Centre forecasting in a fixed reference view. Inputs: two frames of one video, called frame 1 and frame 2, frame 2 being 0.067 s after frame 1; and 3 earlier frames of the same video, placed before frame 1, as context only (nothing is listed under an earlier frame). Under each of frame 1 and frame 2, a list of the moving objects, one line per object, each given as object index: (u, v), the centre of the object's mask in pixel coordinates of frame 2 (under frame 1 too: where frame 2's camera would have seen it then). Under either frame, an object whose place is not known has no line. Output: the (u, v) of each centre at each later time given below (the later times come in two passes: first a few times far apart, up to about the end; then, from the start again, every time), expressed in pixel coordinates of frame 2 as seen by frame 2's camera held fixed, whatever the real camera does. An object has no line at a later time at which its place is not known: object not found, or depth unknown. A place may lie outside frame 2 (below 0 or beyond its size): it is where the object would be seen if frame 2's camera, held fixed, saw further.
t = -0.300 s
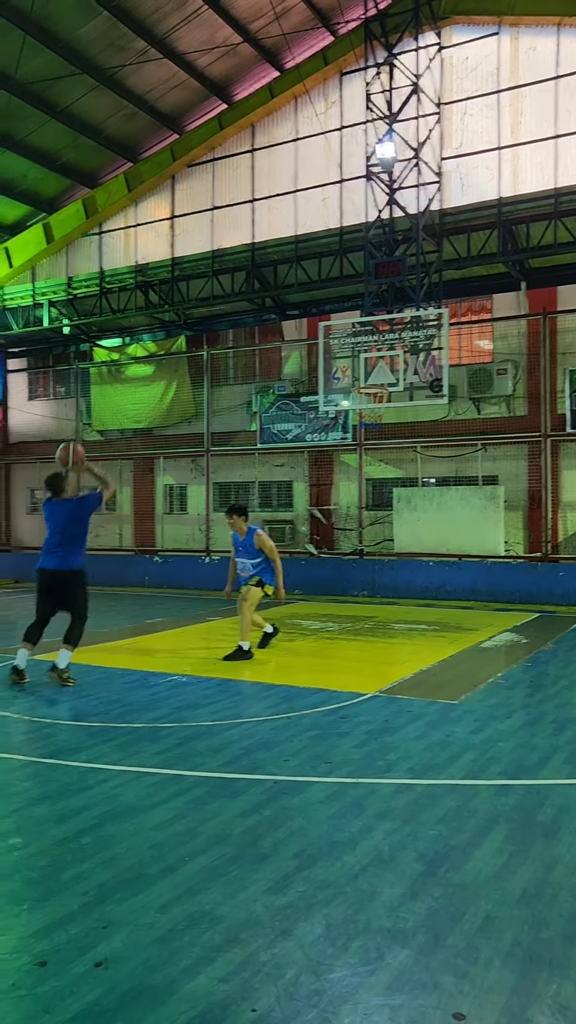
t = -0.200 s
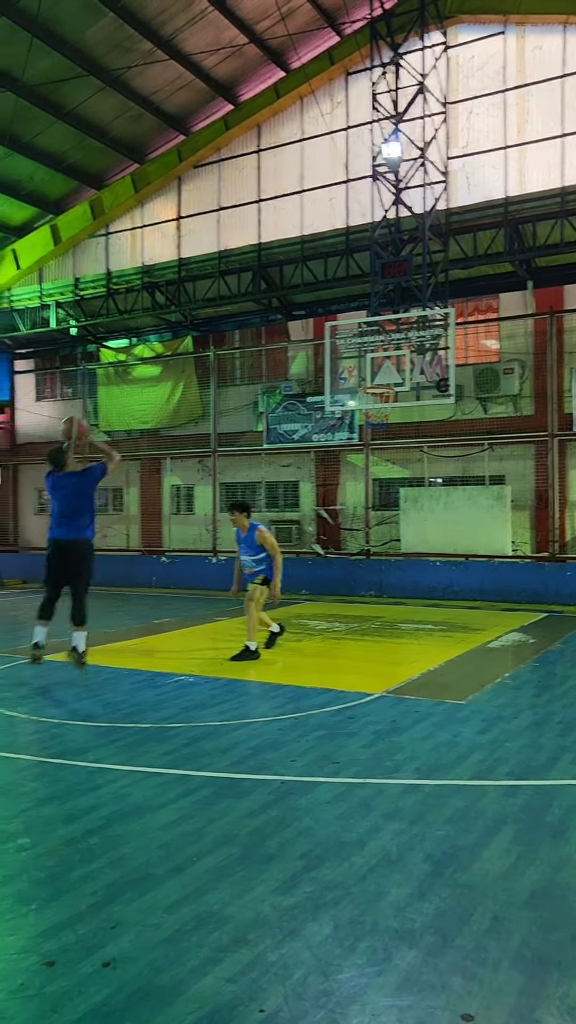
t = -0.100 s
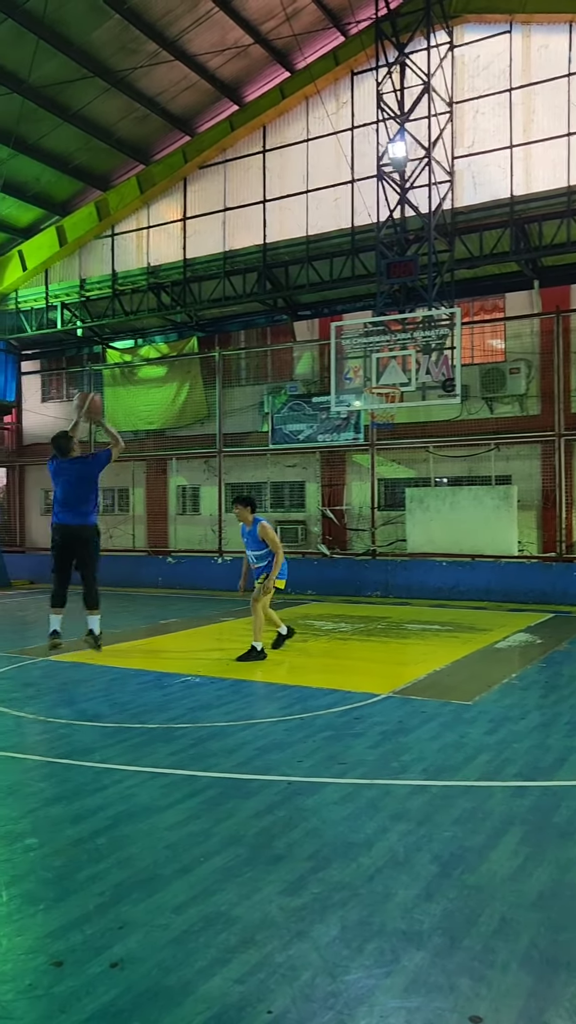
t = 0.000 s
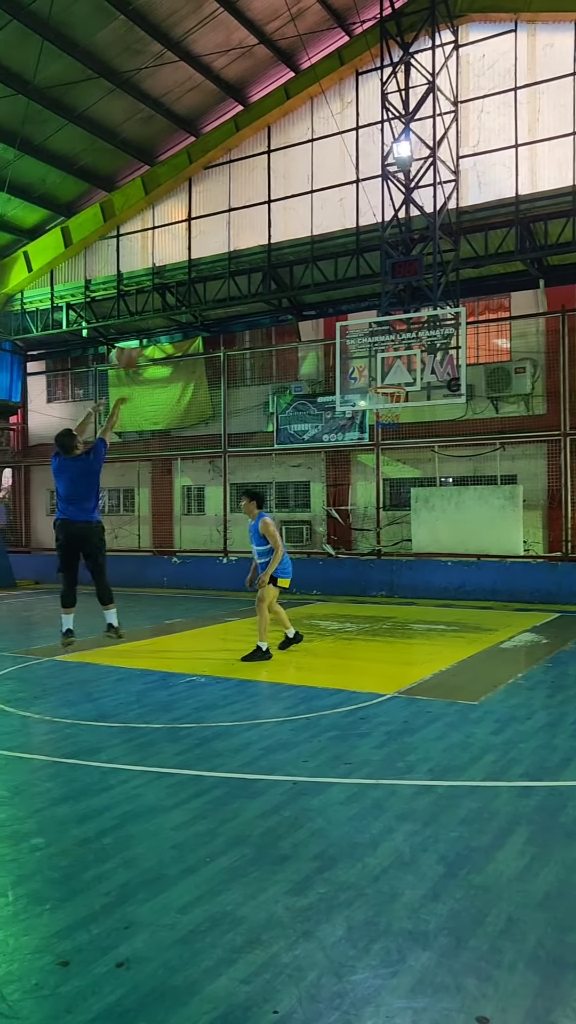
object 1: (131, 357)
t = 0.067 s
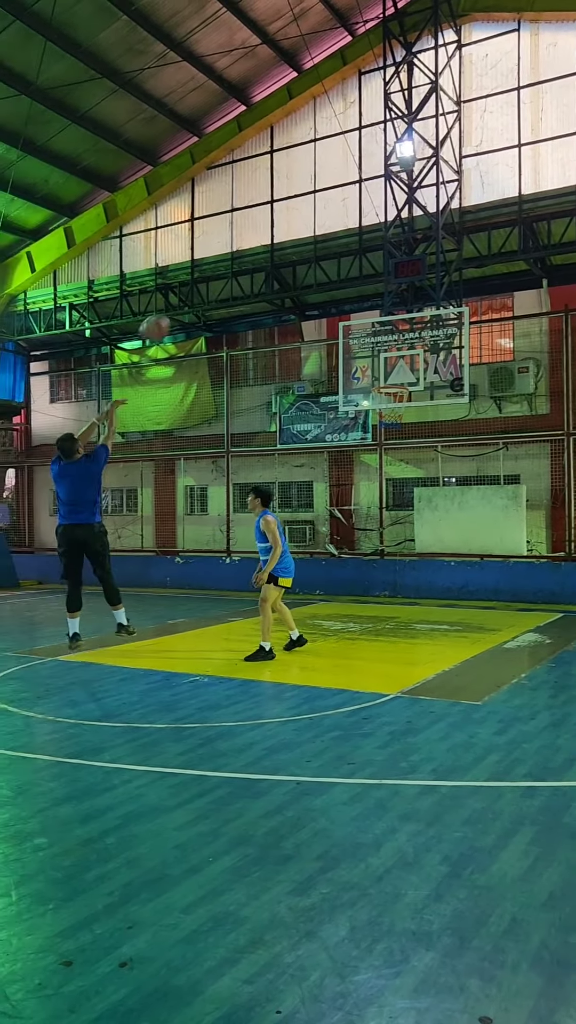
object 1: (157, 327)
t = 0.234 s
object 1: (214, 284)
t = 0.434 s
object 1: (273, 270)
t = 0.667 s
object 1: (331, 298)
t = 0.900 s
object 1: (379, 363)
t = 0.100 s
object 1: (168, 316)
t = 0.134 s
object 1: (180, 306)
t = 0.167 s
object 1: (192, 296)
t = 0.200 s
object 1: (203, 290)
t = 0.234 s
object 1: (214, 284)
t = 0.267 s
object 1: (225, 278)
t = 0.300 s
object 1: (235, 274)
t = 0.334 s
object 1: (245, 271)
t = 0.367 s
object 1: (255, 270)
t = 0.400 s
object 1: (264, 270)
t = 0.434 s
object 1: (273, 270)
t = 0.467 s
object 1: (282, 271)
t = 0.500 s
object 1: (290, 274)
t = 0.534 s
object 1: (299, 277)
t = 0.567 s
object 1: (307, 281)
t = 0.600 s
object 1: (315, 286)
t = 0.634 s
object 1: (323, 292)
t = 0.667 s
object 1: (331, 298)
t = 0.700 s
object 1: (338, 305)
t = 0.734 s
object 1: (345, 312)
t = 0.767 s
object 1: (352, 321)
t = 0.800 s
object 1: (358, 331)
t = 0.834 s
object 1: (366, 340)
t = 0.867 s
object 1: (373, 351)
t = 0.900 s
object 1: (379, 363)
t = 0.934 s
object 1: (387, 374)
